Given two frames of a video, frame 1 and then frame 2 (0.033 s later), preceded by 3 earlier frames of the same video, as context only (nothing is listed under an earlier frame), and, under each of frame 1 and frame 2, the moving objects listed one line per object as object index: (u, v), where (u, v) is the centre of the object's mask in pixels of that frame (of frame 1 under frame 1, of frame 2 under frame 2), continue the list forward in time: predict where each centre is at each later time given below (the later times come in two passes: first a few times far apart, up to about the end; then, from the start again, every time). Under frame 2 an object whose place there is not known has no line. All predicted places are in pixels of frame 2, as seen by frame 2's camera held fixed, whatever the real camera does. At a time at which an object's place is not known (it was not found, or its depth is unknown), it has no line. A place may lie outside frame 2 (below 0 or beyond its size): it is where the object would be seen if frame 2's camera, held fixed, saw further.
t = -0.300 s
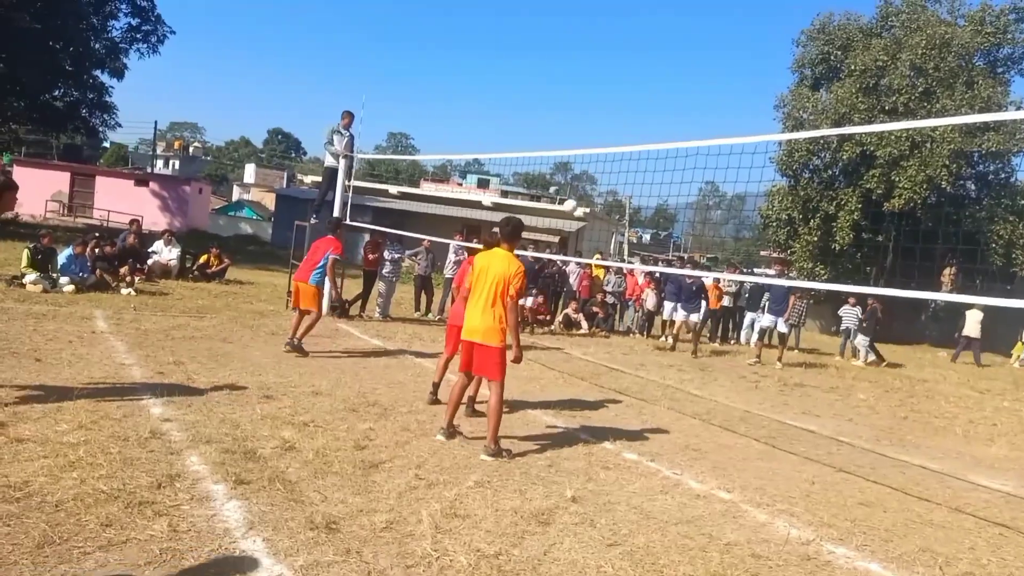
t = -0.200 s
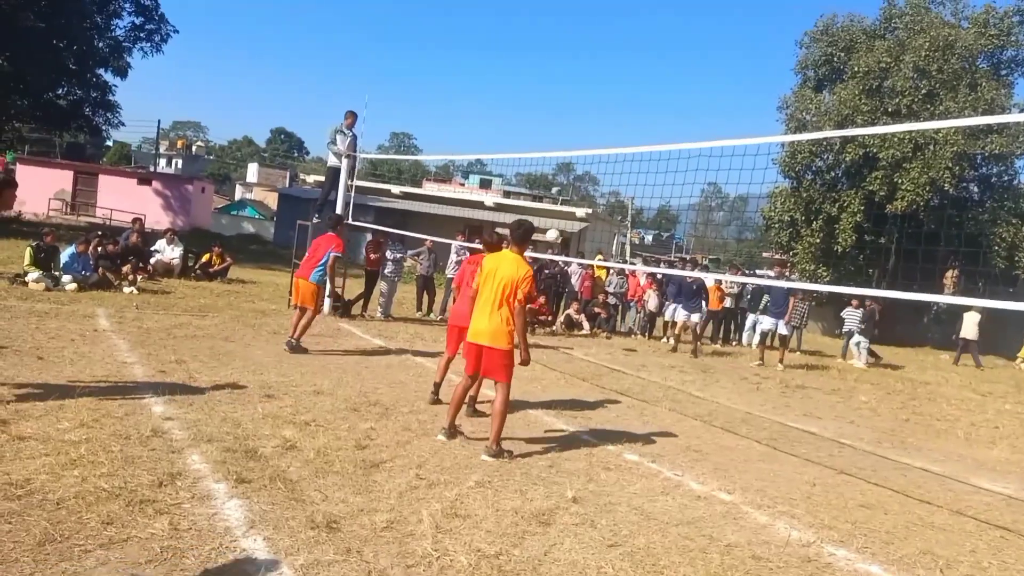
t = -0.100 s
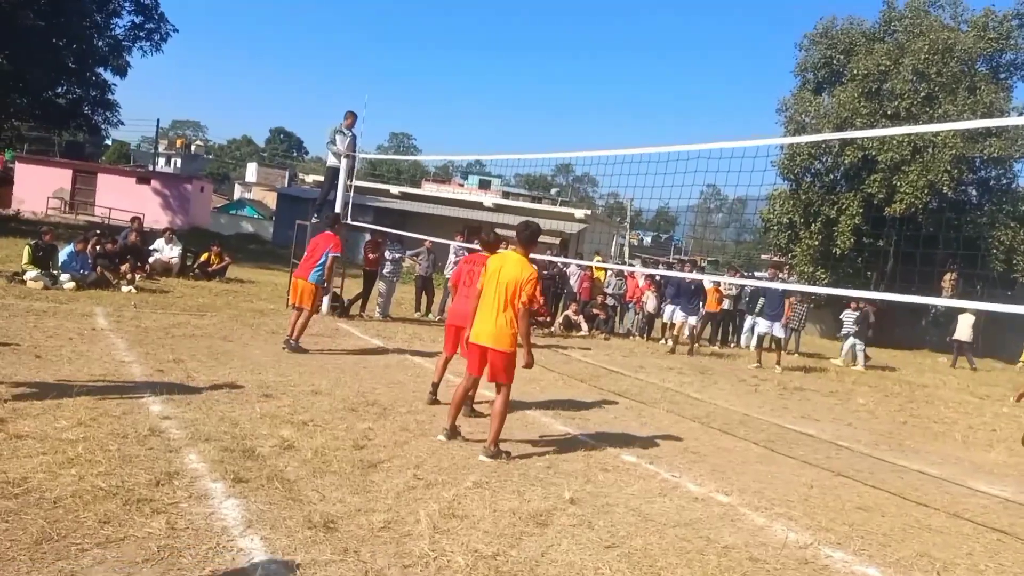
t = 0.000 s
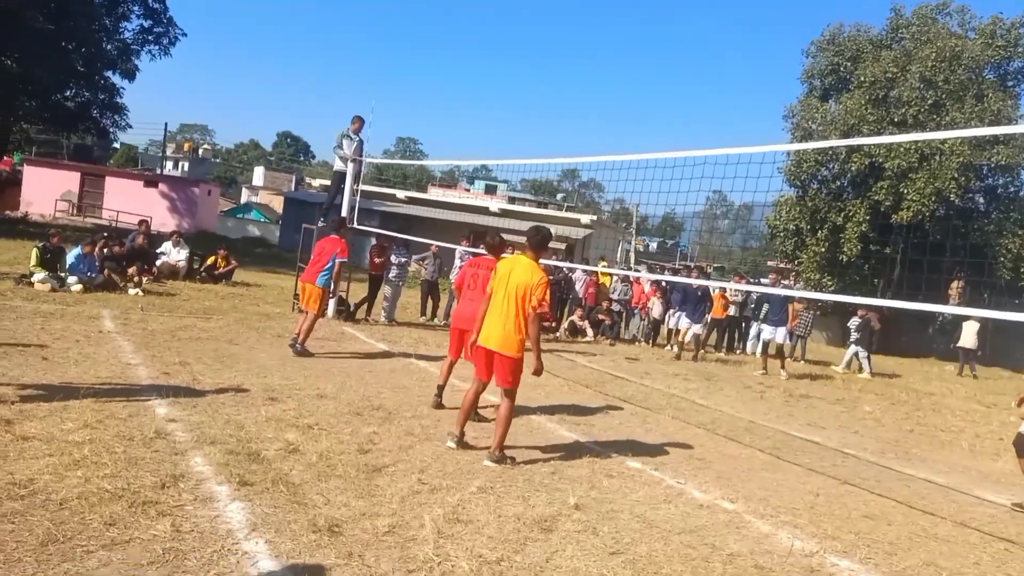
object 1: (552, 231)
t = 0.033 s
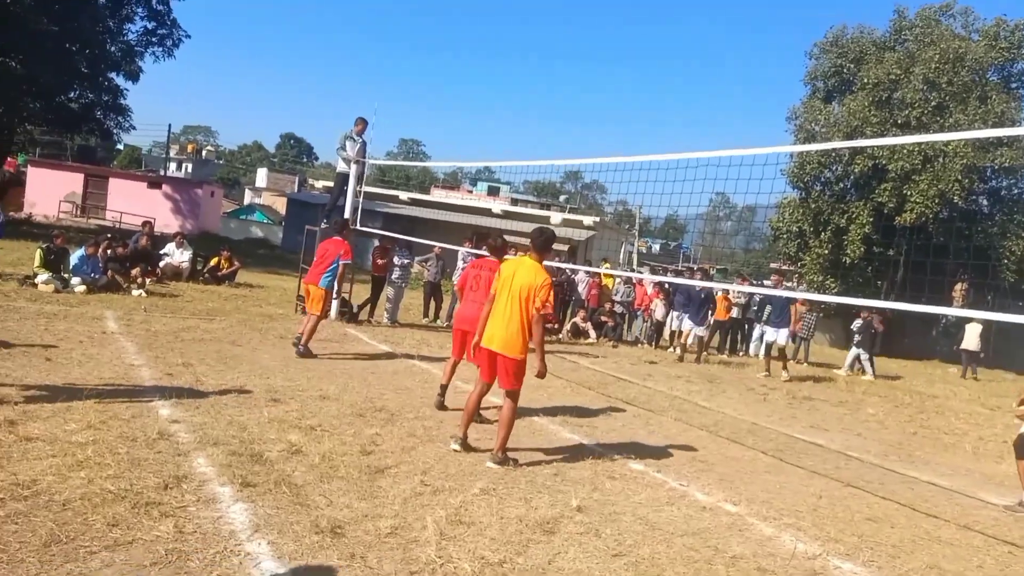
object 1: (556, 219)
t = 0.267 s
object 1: (595, 120)
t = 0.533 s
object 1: (637, 42)
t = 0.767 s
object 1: (672, 18)
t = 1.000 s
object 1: (704, 46)
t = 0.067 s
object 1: (563, 204)
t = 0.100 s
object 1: (567, 188)
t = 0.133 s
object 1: (573, 174)
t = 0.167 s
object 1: (579, 159)
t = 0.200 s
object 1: (585, 145)
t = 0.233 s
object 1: (590, 132)
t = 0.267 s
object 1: (595, 120)
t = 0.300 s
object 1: (601, 108)
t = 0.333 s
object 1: (606, 96)
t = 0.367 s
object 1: (612, 85)
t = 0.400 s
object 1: (617, 75)
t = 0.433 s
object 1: (622, 66)
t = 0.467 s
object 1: (627, 57)
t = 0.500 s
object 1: (632, 49)
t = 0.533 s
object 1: (637, 42)
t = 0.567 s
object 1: (642, 36)
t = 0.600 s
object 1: (647, 30)
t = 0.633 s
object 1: (653, 26)
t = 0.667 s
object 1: (658, 22)
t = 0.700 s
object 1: (663, 19)
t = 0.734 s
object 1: (667, 18)
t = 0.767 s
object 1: (672, 18)
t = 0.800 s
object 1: (677, 17)
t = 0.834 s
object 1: (682, 19)
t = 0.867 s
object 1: (686, 22)
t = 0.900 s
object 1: (690, 27)
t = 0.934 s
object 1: (695, 31)
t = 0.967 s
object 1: (700, 38)
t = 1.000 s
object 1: (704, 46)
